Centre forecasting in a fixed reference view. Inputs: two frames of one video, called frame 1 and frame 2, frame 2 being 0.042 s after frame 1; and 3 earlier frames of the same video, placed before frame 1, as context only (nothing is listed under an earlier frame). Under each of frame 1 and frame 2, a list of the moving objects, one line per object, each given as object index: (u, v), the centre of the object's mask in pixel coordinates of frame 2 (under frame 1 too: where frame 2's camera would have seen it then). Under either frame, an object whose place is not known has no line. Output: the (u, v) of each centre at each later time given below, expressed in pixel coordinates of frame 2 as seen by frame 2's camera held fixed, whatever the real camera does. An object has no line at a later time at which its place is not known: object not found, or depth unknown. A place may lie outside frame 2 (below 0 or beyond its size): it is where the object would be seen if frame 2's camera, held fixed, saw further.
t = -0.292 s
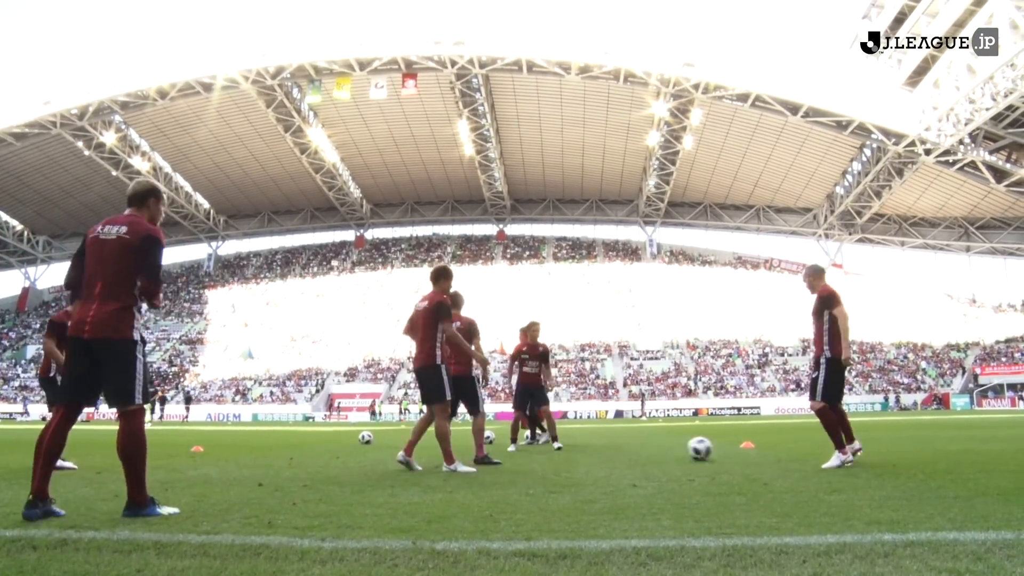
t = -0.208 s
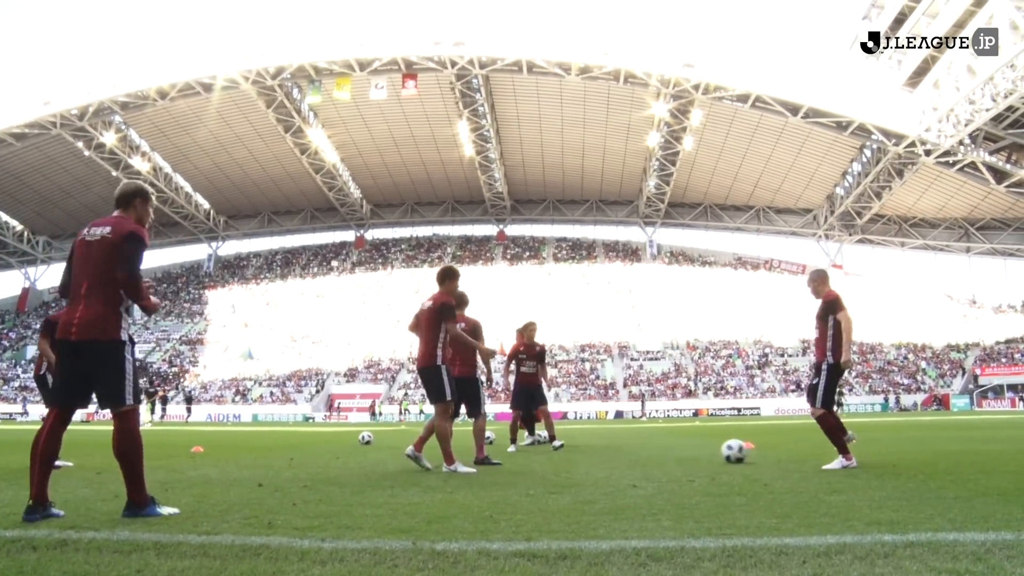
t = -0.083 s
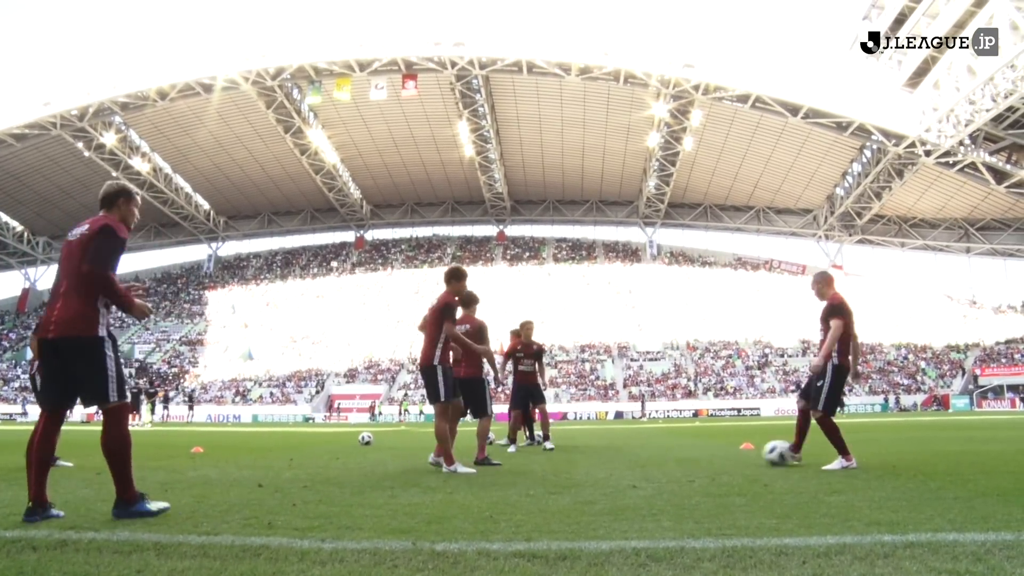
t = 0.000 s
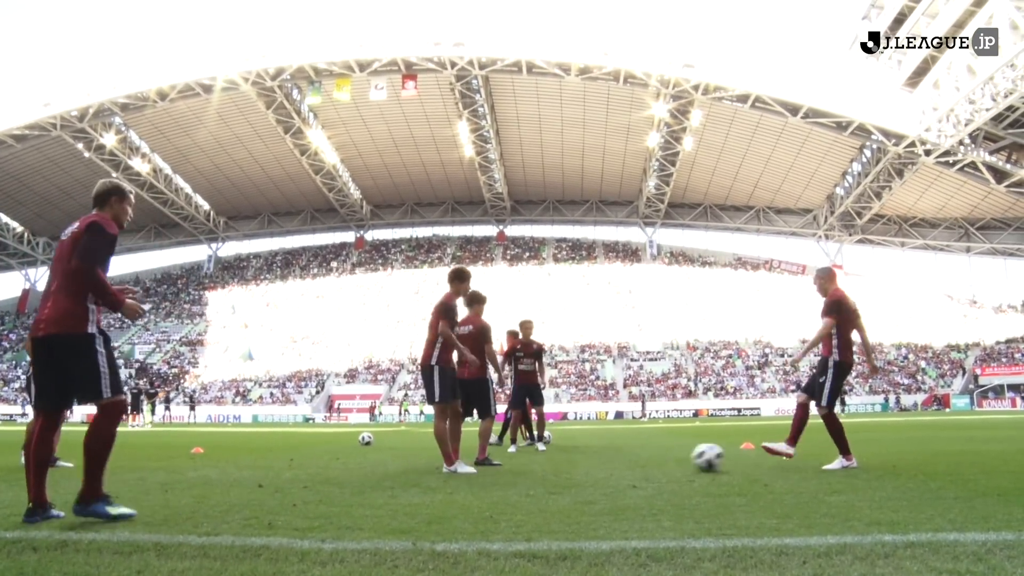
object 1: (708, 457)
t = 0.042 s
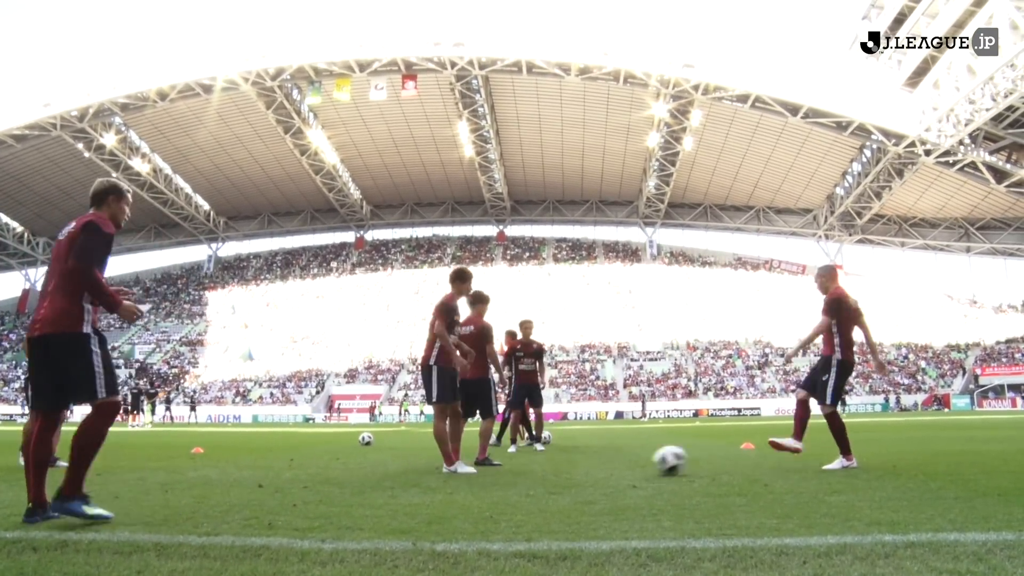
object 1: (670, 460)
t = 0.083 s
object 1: (630, 464)
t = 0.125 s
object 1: (588, 467)
